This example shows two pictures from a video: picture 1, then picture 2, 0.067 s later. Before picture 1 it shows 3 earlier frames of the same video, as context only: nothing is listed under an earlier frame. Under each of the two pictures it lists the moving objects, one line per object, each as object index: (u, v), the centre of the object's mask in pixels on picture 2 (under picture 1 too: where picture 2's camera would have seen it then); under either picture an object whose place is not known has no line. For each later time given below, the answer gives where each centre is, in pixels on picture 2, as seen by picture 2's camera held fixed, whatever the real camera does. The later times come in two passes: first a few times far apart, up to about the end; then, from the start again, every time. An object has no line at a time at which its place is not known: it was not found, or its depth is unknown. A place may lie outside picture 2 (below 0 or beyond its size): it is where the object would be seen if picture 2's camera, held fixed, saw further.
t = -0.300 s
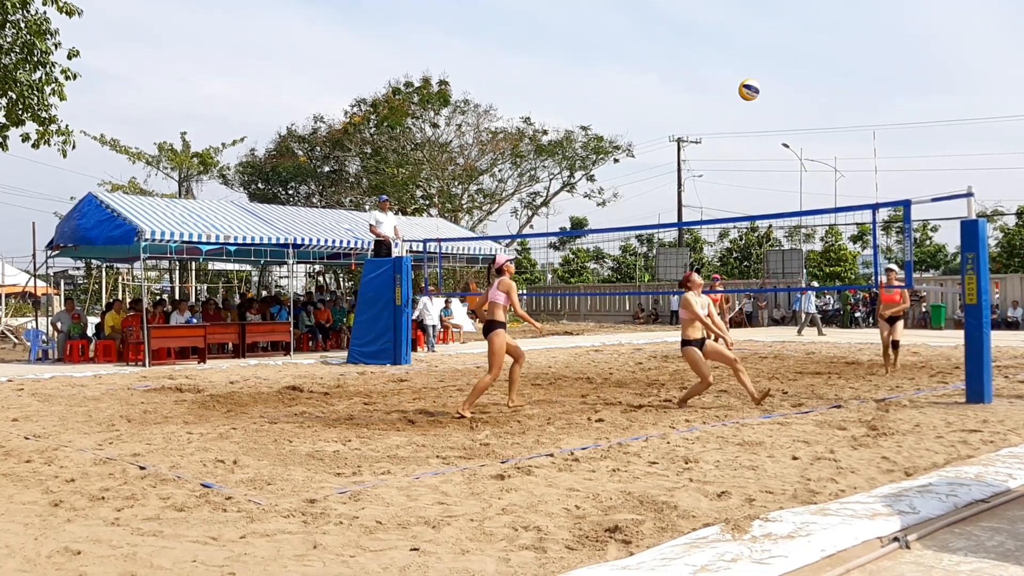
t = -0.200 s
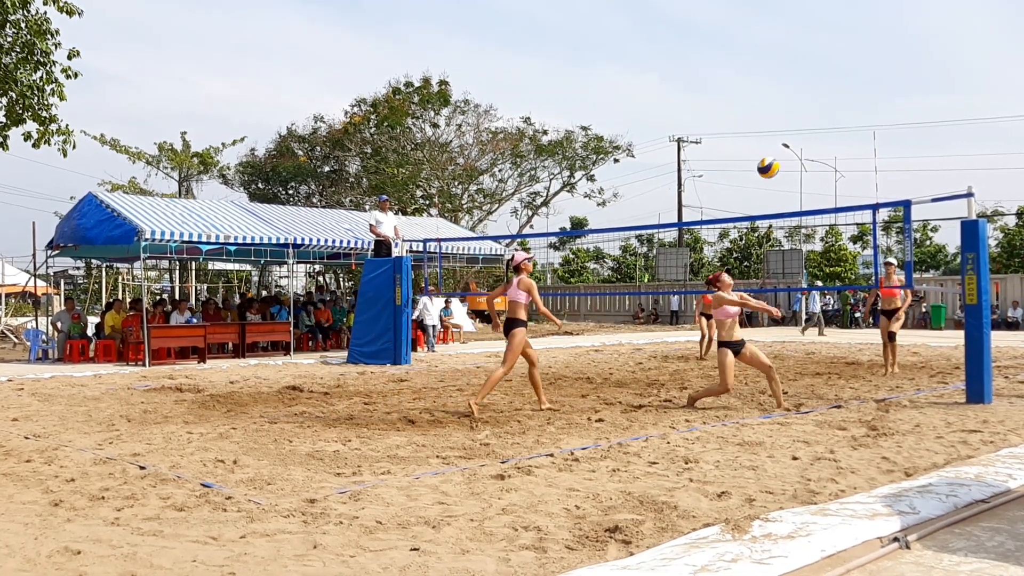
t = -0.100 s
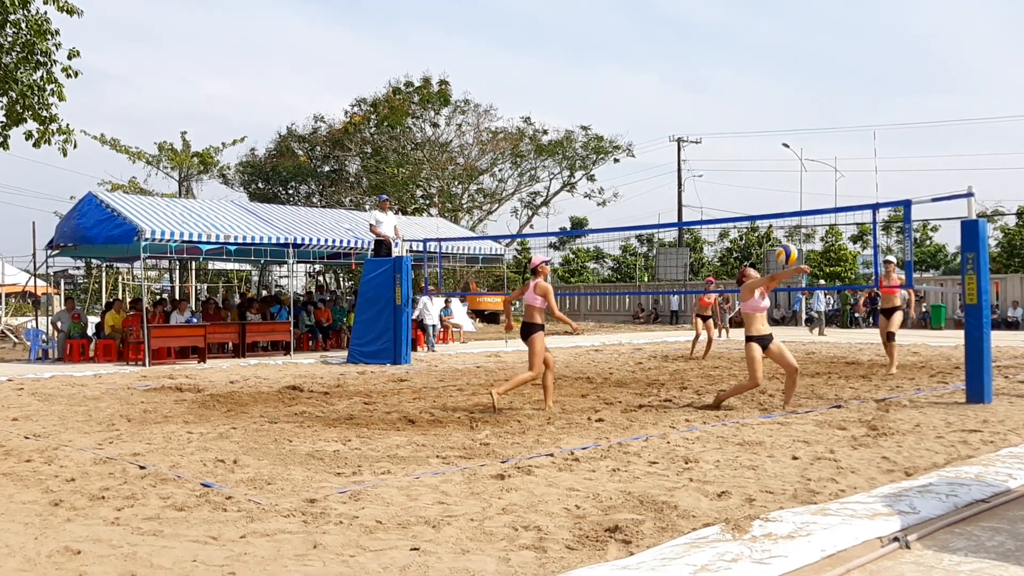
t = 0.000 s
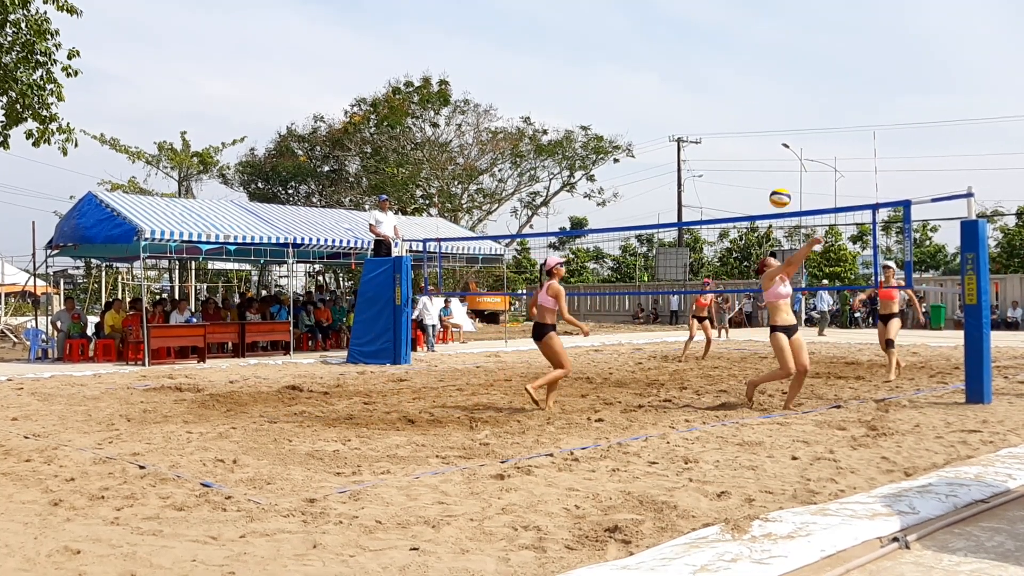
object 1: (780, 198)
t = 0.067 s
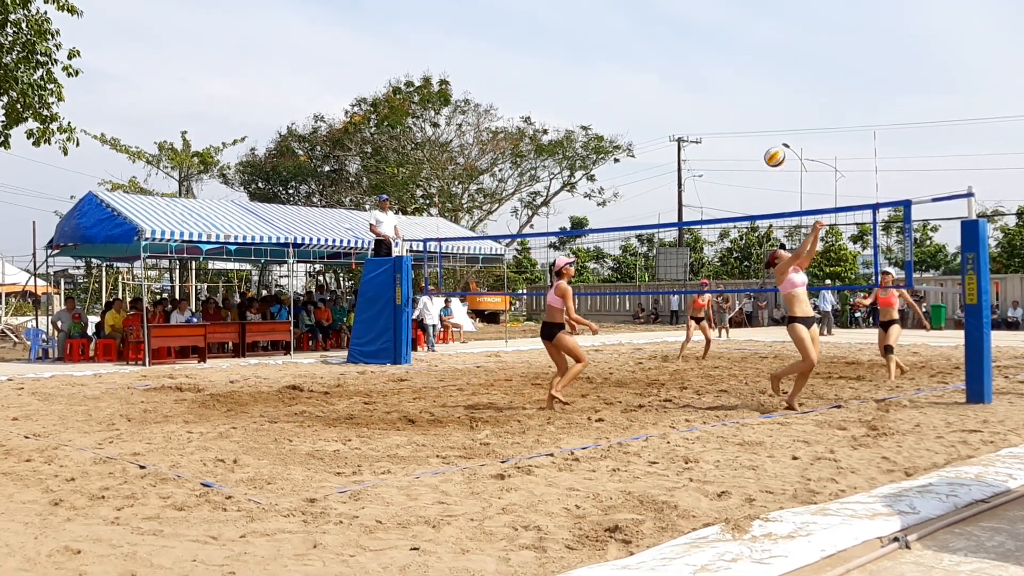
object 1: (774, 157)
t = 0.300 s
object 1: (756, 54)
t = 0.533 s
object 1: (736, 7)
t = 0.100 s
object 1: (772, 139)
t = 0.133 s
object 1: (769, 122)
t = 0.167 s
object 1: (766, 106)
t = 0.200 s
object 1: (763, 91)
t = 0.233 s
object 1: (761, 78)
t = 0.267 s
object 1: (758, 66)
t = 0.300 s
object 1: (756, 54)
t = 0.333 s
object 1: (753, 44)
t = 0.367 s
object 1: (750, 34)
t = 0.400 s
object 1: (747, 27)
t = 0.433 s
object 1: (745, 20)
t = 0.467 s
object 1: (742, 14)
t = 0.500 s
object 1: (739, 9)
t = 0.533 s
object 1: (736, 7)
